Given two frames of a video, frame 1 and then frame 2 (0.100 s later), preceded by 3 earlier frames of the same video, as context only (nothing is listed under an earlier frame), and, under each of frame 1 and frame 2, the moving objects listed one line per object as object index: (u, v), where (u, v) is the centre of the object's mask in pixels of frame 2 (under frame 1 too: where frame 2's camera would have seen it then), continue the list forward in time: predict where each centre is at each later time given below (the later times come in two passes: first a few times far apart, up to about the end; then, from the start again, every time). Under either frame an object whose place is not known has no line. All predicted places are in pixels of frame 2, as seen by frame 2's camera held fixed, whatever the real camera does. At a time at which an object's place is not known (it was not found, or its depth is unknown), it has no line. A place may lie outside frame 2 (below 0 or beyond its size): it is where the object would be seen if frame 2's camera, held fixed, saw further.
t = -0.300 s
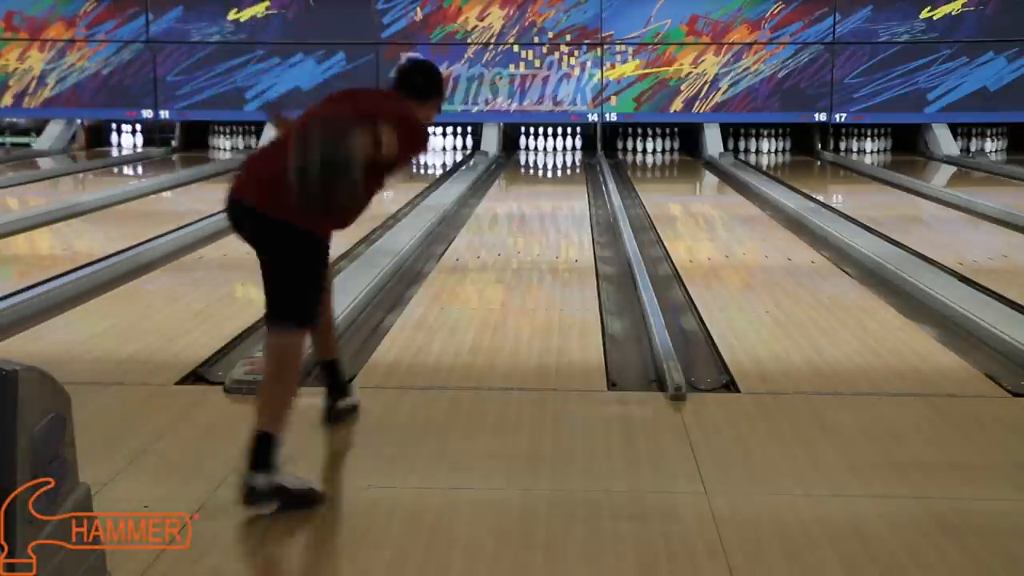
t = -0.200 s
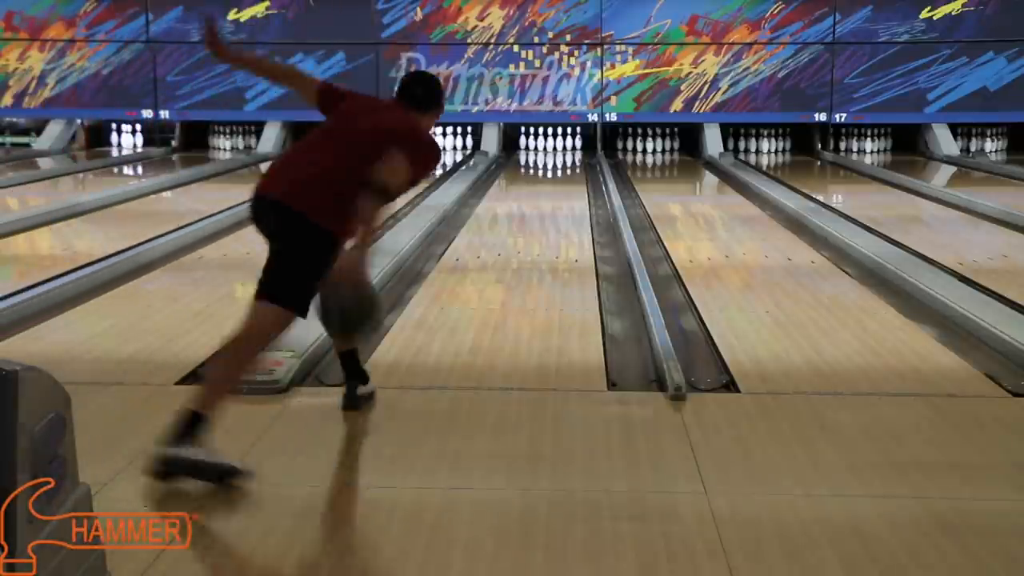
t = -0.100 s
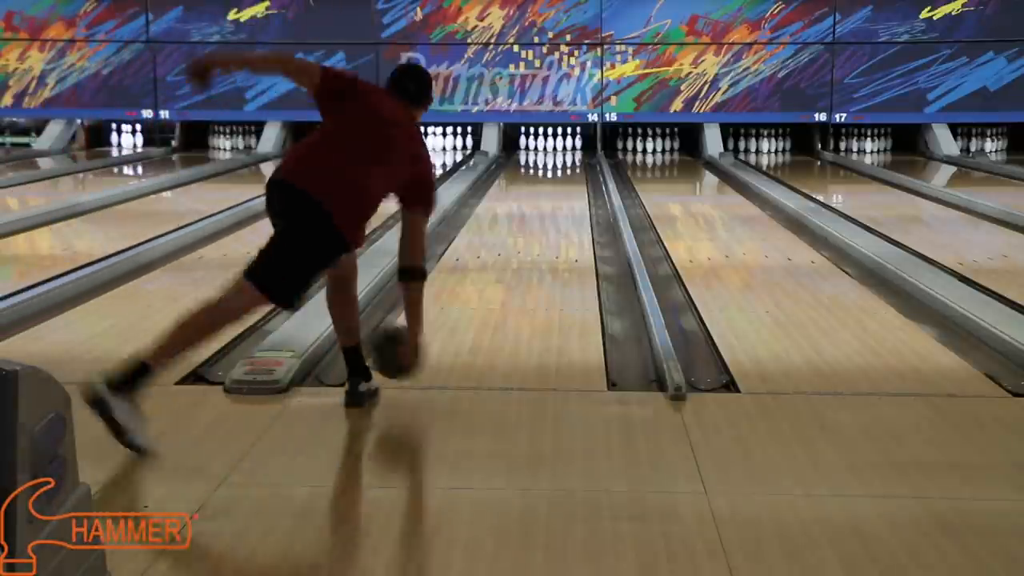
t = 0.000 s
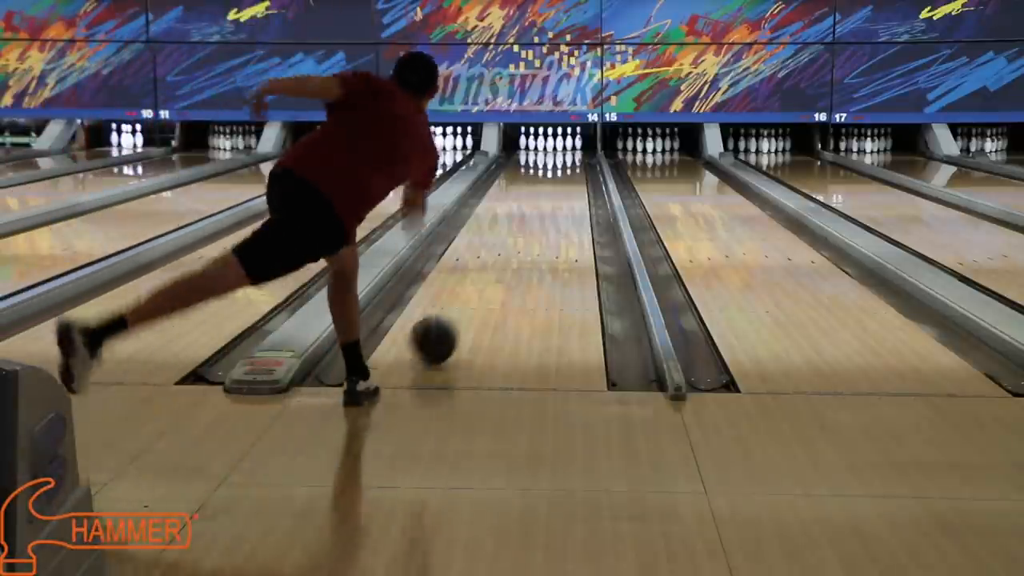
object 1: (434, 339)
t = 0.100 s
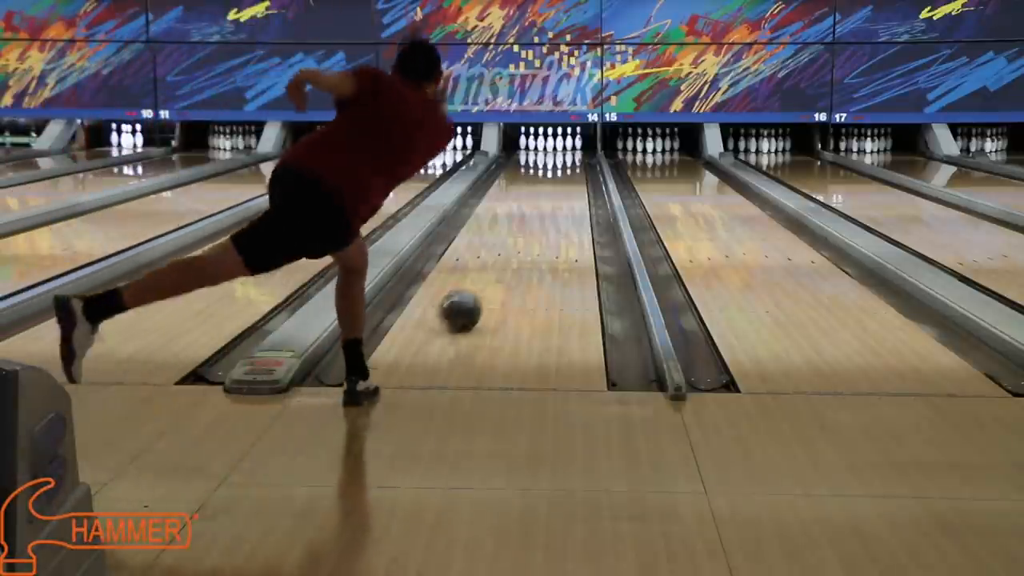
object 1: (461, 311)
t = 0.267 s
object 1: (493, 274)
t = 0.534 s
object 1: (528, 235)
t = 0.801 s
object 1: (550, 207)
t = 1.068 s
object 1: (565, 189)
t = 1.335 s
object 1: (574, 174)
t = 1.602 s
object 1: (576, 163)
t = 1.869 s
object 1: (572, 156)
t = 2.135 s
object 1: (561, 148)
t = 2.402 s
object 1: (558, 144)
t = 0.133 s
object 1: (468, 302)
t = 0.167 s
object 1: (475, 294)
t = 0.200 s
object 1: (482, 287)
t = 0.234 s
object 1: (488, 280)
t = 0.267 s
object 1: (493, 274)
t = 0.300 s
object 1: (499, 268)
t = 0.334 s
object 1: (503, 262)
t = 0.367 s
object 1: (508, 257)
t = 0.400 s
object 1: (512, 252)
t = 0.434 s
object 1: (517, 247)
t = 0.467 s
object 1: (521, 242)
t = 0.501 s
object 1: (525, 238)
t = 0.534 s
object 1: (528, 235)
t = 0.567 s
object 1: (531, 230)
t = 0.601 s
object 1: (534, 227)
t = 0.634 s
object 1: (537, 223)
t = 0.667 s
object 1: (540, 220)
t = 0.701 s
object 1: (543, 216)
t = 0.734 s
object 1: (546, 214)
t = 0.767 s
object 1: (548, 210)
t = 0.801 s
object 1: (550, 207)
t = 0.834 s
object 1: (553, 204)
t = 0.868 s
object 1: (555, 202)
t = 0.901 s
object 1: (557, 200)
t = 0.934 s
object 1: (559, 197)
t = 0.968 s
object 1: (560, 195)
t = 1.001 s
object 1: (562, 192)
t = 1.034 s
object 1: (563, 191)
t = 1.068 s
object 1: (565, 189)
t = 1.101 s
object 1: (567, 186)
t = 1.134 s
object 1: (568, 184)
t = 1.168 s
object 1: (569, 183)
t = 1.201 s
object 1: (570, 182)
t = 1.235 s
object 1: (570, 180)
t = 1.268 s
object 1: (572, 176)
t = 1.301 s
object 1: (573, 175)
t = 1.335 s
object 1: (574, 174)
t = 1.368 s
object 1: (575, 173)
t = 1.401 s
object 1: (575, 172)
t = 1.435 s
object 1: (575, 170)
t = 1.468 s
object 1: (576, 168)
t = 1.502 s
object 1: (575, 167)
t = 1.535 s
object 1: (575, 166)
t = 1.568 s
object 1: (575, 165)
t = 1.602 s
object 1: (576, 163)
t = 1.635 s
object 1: (575, 162)
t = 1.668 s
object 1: (576, 161)
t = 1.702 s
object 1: (576, 160)
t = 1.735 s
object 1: (575, 159)
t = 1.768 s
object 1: (574, 158)
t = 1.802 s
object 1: (574, 158)
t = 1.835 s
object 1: (574, 157)
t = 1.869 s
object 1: (572, 156)
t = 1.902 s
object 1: (571, 155)
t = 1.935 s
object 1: (570, 153)
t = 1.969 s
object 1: (569, 152)
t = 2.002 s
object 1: (569, 152)
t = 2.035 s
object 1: (568, 151)
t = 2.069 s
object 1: (565, 150)
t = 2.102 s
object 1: (563, 149)
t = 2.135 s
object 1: (561, 148)
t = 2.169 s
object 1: (560, 147)
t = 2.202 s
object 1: (558, 147)
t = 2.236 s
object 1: (558, 146)
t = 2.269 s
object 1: (558, 145)
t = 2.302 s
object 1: (559, 145)
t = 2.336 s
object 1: (558, 144)
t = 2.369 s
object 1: (559, 145)
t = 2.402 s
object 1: (558, 144)
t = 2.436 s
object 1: (558, 143)
